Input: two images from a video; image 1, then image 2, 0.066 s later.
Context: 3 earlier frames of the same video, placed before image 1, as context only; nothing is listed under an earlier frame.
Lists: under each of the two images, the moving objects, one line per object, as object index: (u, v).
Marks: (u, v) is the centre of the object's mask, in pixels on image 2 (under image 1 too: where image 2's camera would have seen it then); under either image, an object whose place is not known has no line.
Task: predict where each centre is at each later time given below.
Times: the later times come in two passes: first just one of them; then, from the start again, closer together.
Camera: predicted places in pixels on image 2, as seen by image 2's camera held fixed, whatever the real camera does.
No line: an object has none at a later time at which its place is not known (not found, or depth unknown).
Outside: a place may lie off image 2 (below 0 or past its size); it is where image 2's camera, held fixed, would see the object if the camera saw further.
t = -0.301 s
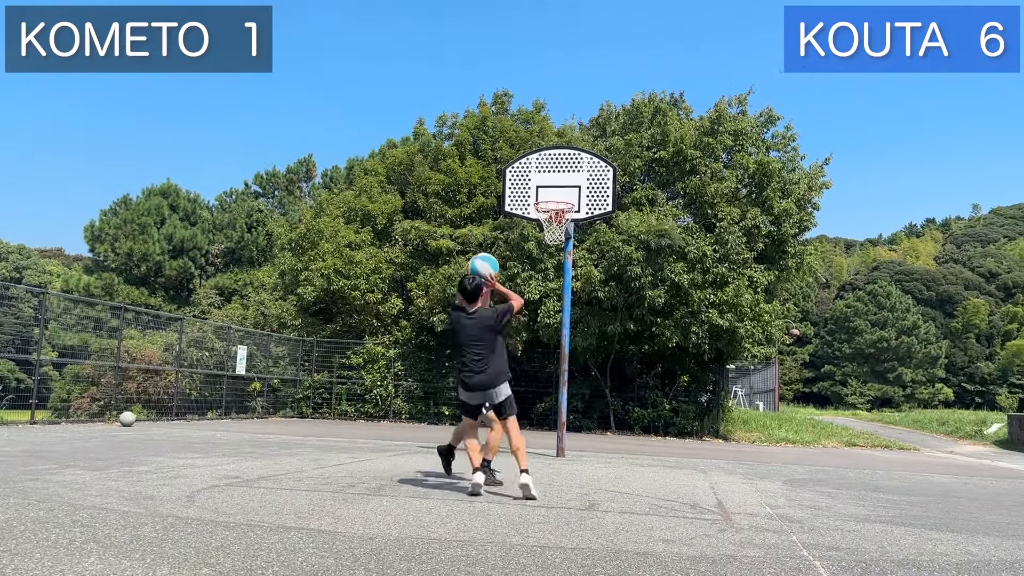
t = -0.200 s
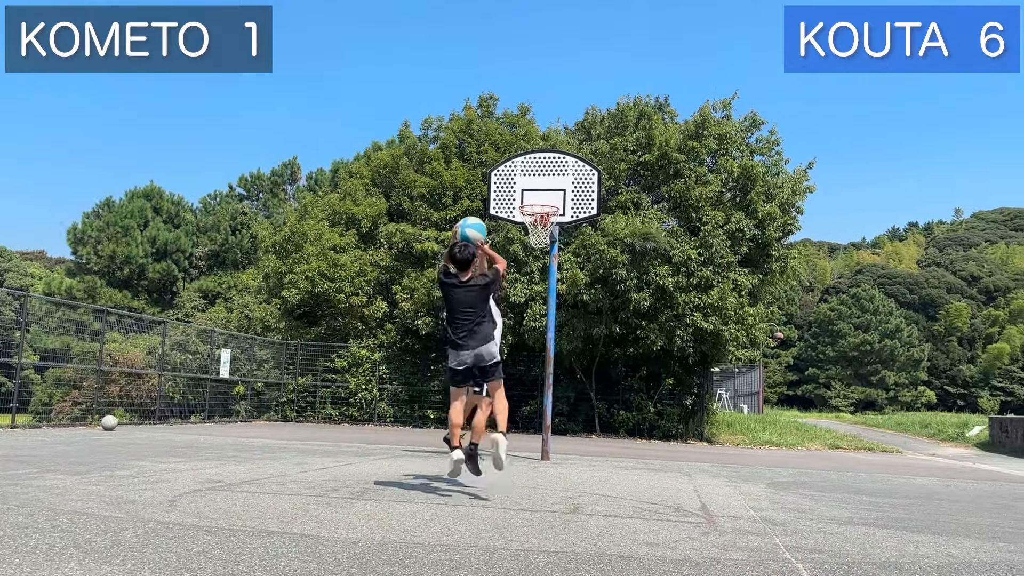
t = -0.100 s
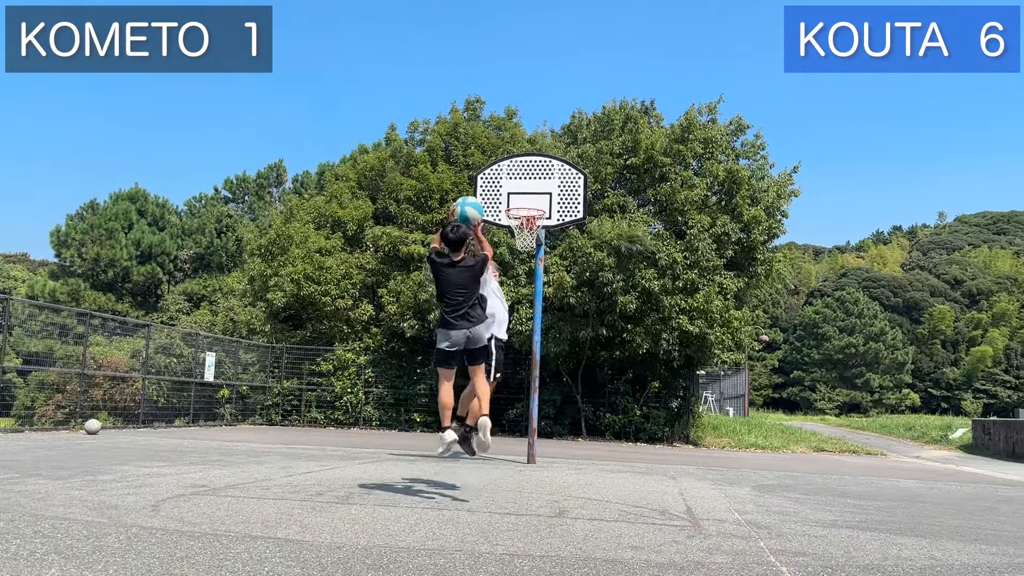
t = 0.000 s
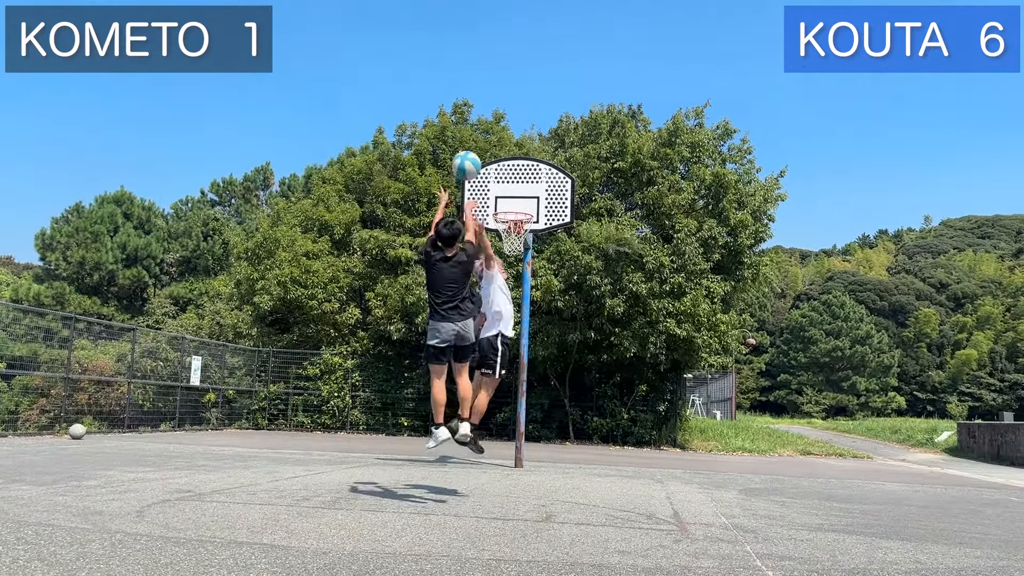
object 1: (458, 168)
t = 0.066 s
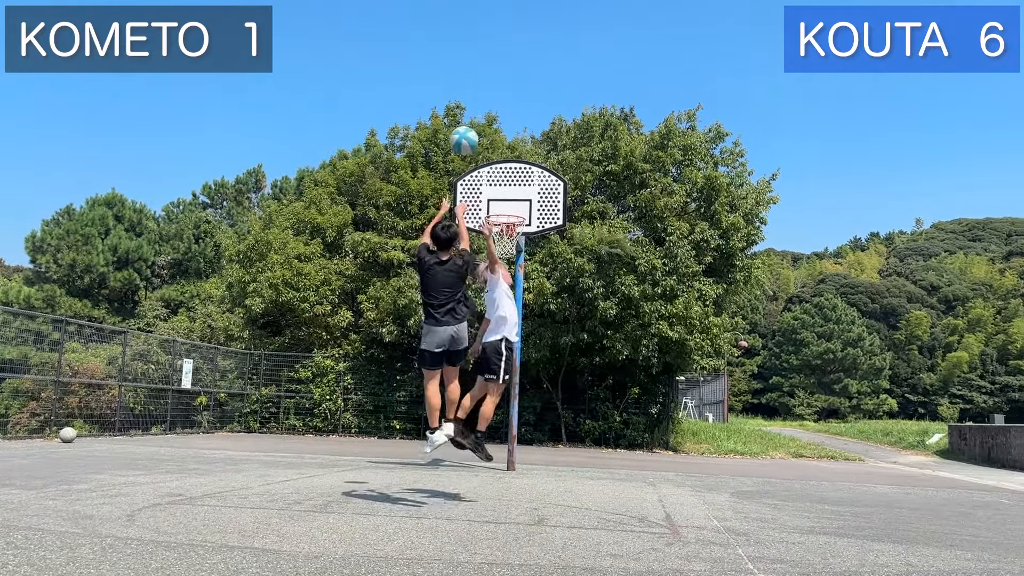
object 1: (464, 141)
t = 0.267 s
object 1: (474, 97)
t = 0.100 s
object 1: (465, 129)
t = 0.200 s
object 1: (471, 106)
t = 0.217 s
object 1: (472, 103)
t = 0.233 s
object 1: (473, 101)
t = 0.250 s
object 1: (473, 99)
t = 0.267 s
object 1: (474, 97)
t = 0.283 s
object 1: (475, 96)
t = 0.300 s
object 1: (475, 95)
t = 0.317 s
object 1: (477, 95)
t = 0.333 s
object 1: (477, 94)
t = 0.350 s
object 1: (478, 95)
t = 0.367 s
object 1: (479, 94)
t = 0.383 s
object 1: (479, 95)
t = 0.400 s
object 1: (480, 96)
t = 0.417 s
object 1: (481, 96)
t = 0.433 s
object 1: (481, 97)
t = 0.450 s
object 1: (482, 99)
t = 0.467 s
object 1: (482, 100)
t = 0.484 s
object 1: (483, 102)
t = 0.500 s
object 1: (483, 104)
